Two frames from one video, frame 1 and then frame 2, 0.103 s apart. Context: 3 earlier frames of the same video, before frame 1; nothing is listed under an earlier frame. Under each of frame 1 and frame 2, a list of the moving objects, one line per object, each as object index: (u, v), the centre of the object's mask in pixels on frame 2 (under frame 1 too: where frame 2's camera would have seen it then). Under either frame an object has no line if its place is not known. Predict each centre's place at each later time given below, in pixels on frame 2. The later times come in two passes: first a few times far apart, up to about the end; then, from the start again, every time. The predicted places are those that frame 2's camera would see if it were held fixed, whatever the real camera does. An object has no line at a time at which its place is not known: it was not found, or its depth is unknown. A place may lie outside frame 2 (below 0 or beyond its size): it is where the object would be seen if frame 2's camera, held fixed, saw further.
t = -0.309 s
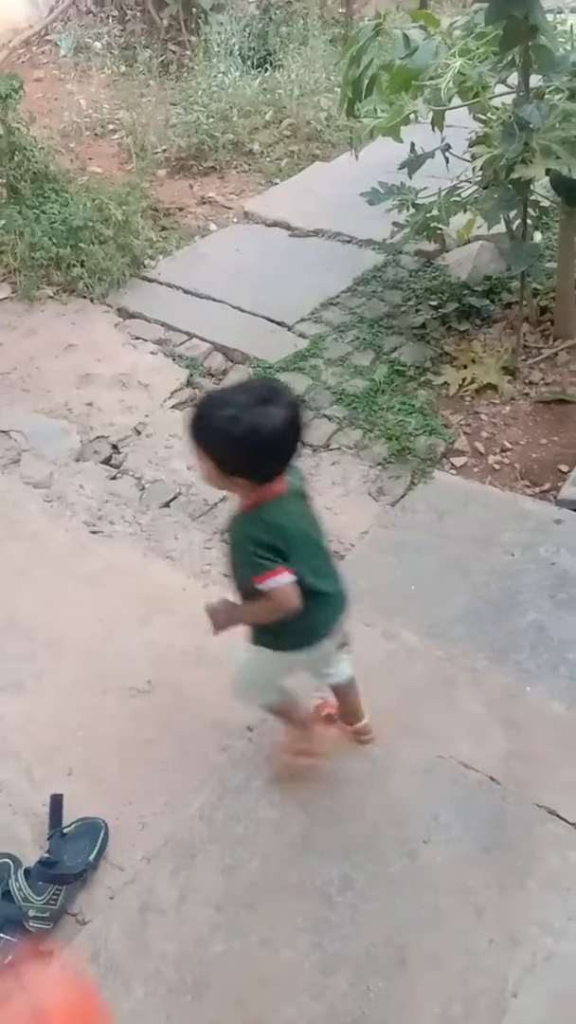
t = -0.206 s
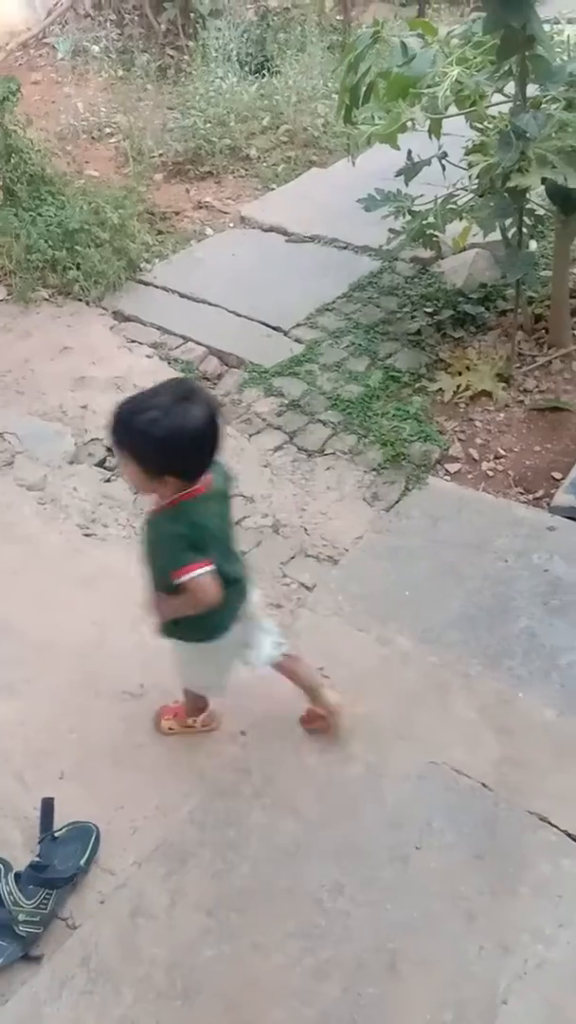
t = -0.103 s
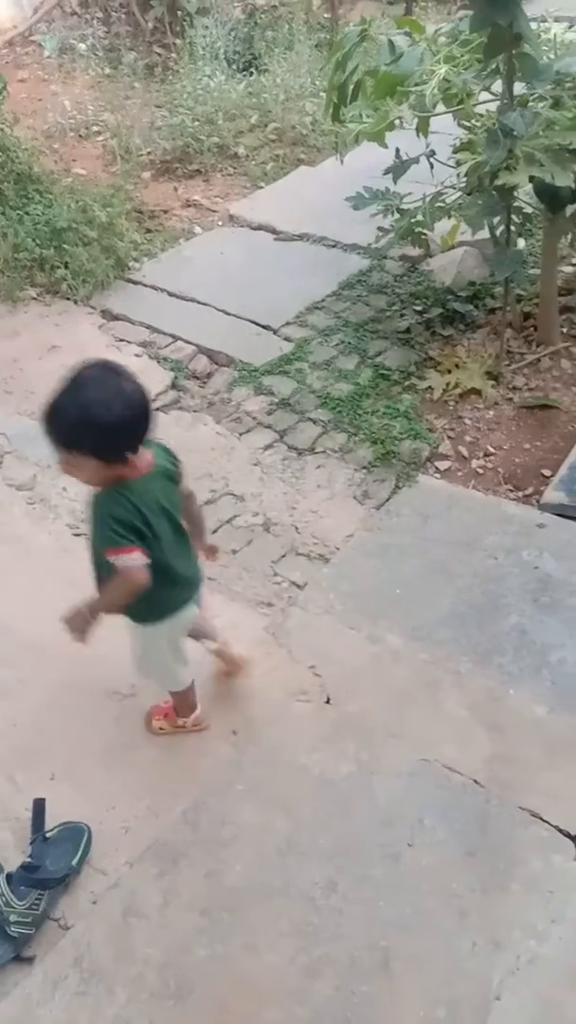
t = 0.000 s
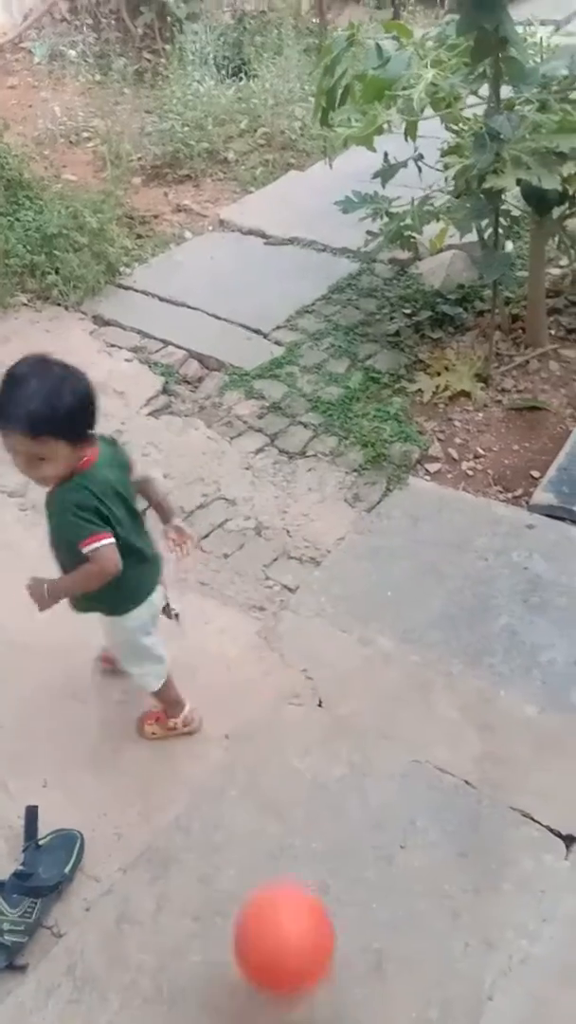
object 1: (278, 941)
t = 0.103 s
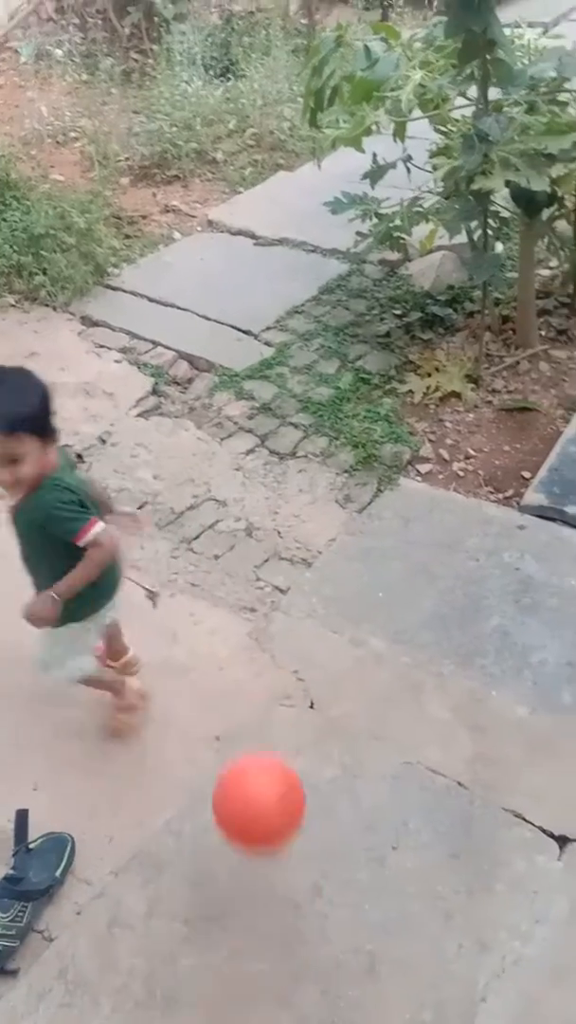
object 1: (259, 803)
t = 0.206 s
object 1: (252, 721)
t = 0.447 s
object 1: (246, 597)
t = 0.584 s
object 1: (249, 562)
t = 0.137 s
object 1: (255, 768)
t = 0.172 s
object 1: (253, 741)
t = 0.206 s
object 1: (252, 721)
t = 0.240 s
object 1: (252, 707)
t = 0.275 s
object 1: (253, 698)
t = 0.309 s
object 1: (254, 693)
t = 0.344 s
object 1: (252, 672)
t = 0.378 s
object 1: (250, 640)
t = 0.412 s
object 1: (248, 616)
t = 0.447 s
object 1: (246, 597)
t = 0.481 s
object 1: (246, 582)
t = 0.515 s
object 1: (247, 572)
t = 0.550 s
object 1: (248, 565)
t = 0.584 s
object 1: (249, 562)
